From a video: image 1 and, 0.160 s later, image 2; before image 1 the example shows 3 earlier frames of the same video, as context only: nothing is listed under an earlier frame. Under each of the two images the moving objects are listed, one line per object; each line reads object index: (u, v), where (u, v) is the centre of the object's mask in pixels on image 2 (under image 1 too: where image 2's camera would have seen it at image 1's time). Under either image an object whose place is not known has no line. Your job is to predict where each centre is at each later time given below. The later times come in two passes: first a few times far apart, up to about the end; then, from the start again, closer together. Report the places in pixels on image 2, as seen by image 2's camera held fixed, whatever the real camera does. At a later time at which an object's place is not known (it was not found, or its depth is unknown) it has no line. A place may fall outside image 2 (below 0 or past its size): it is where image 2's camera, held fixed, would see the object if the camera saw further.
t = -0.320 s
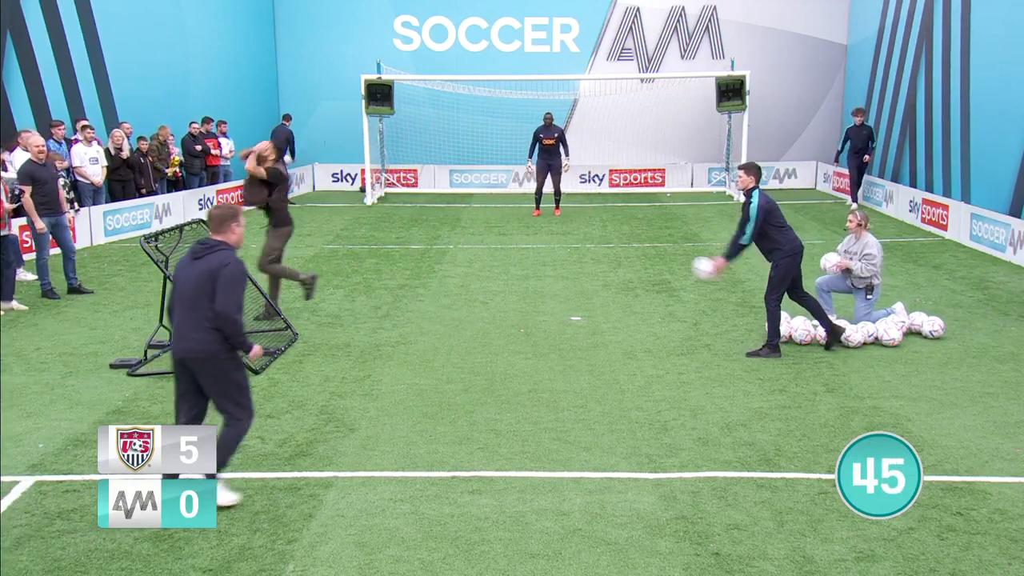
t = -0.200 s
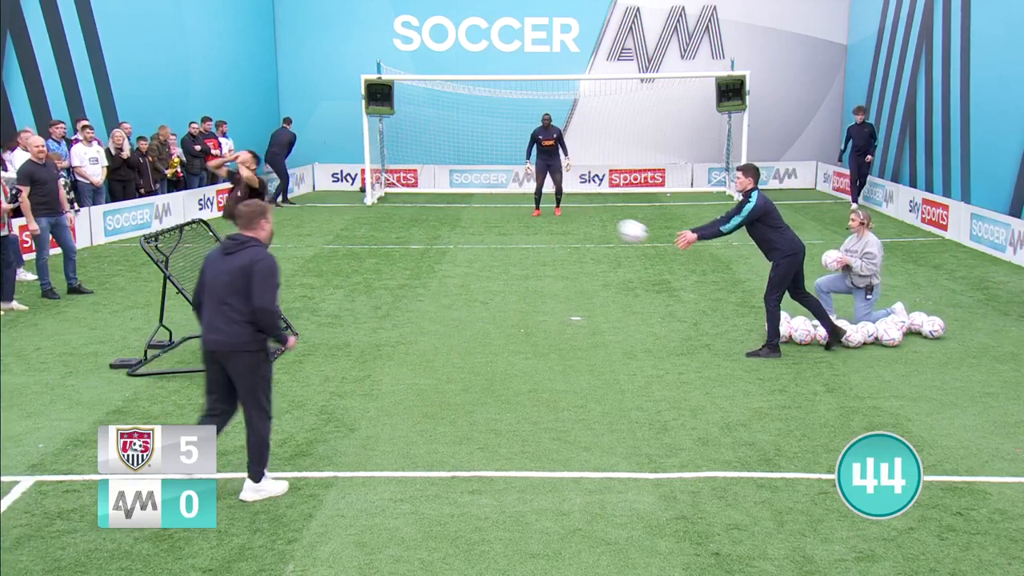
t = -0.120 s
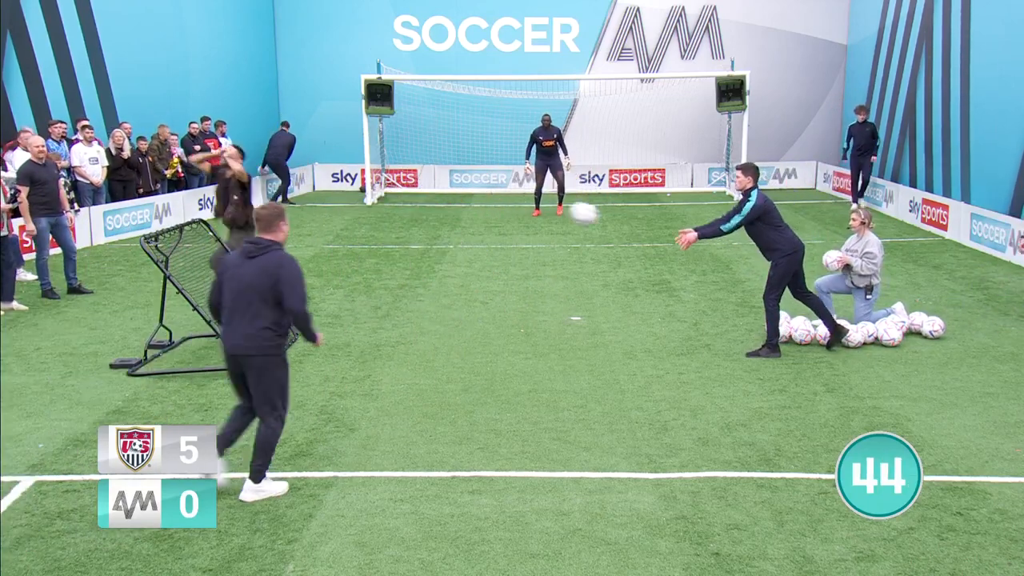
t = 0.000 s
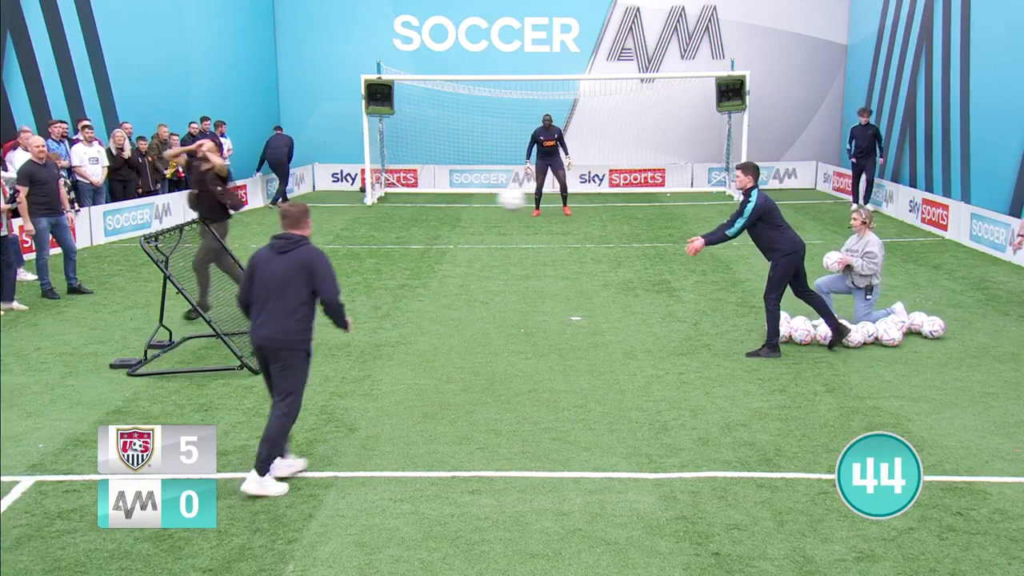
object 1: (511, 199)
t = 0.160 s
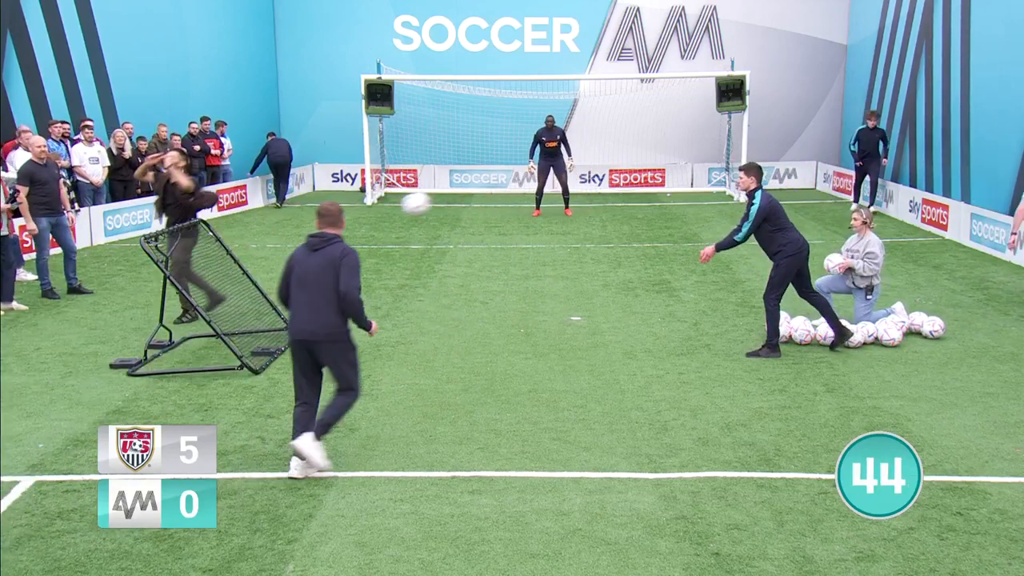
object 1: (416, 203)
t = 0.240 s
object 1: (372, 215)
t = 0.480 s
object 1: (233, 289)
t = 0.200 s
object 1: (392, 208)
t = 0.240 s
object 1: (372, 215)
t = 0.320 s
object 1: (321, 233)
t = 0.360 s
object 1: (300, 245)
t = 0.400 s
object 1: (278, 258)
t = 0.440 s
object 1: (255, 273)
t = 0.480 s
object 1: (233, 289)
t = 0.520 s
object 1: (223, 298)
